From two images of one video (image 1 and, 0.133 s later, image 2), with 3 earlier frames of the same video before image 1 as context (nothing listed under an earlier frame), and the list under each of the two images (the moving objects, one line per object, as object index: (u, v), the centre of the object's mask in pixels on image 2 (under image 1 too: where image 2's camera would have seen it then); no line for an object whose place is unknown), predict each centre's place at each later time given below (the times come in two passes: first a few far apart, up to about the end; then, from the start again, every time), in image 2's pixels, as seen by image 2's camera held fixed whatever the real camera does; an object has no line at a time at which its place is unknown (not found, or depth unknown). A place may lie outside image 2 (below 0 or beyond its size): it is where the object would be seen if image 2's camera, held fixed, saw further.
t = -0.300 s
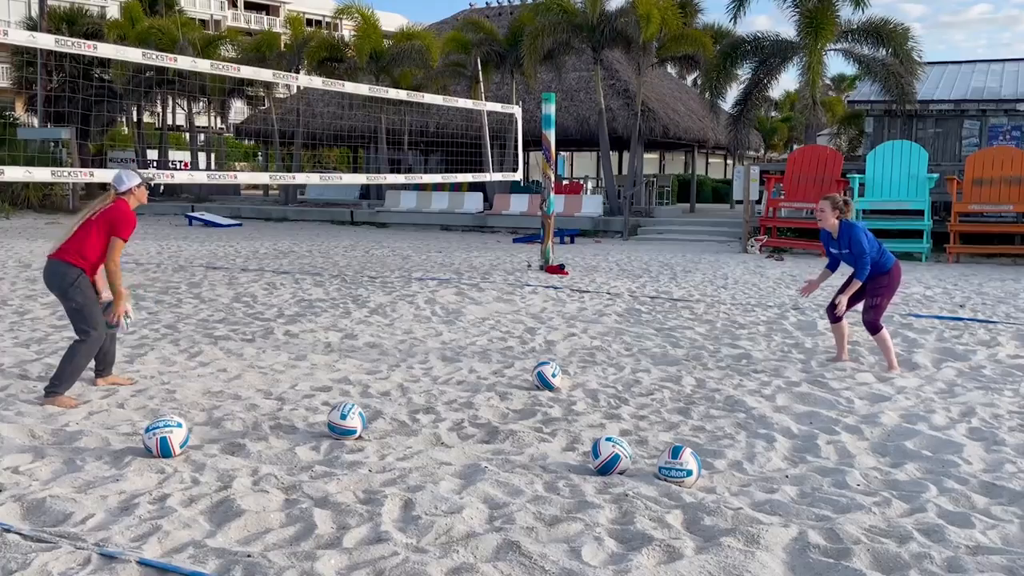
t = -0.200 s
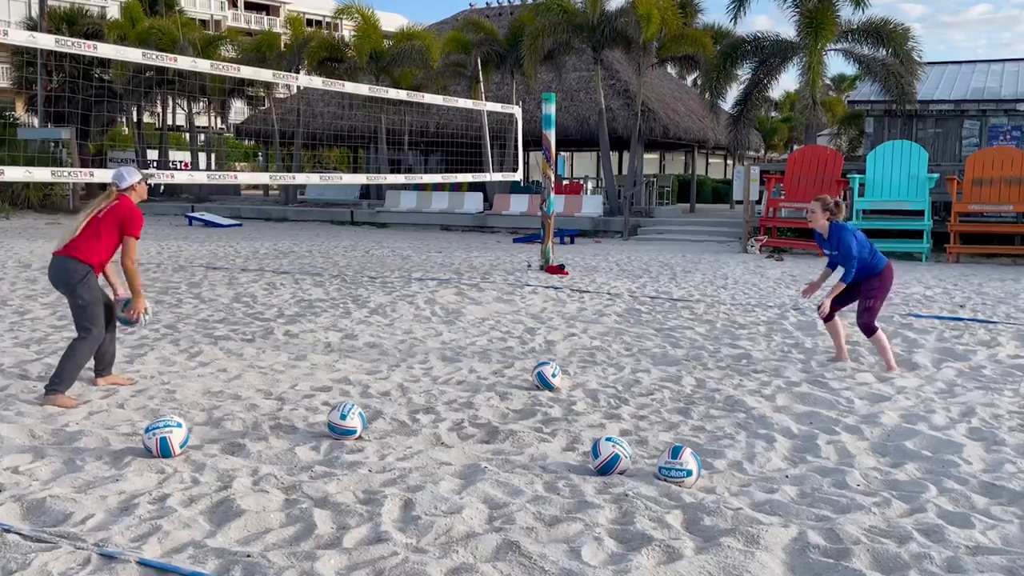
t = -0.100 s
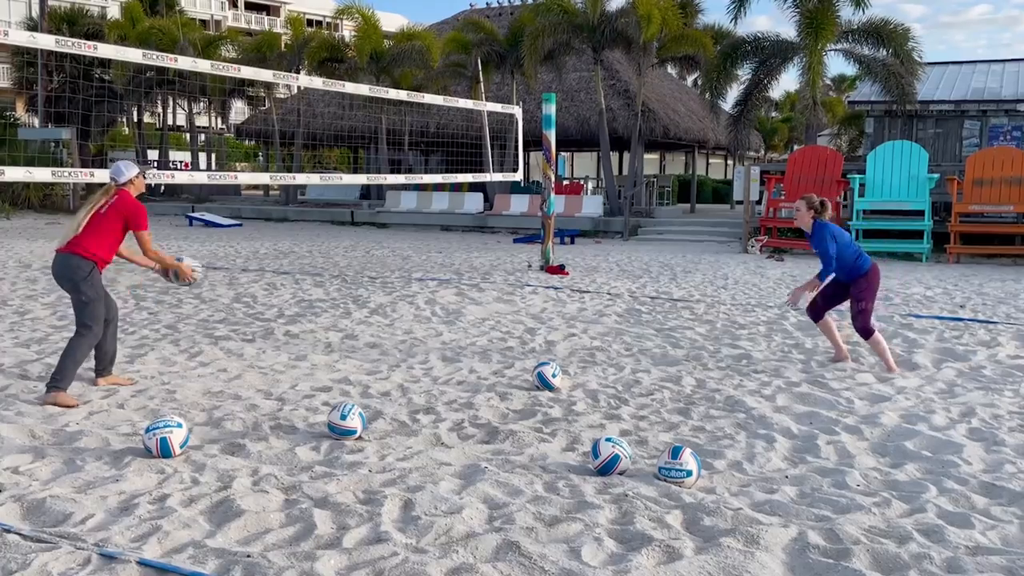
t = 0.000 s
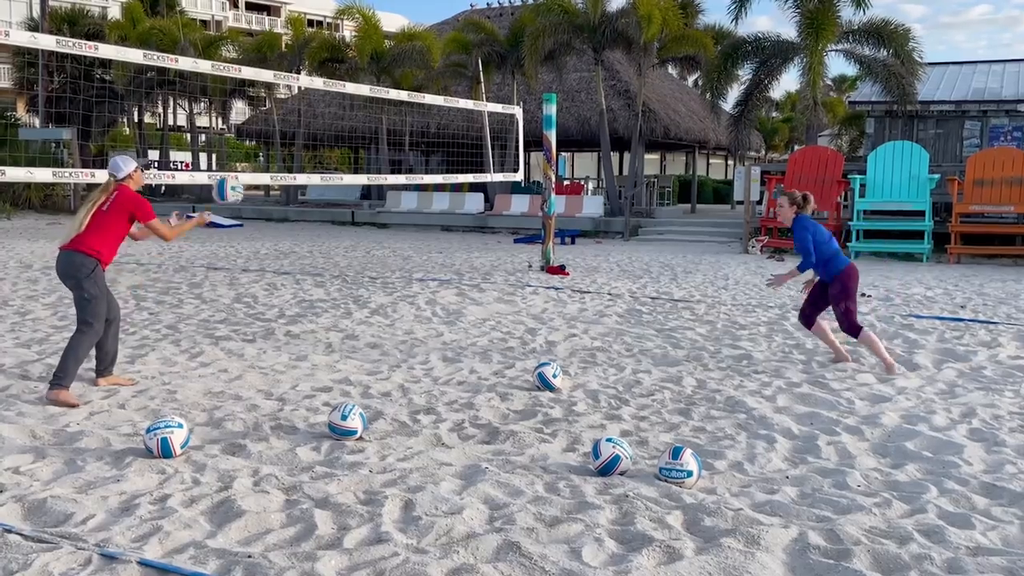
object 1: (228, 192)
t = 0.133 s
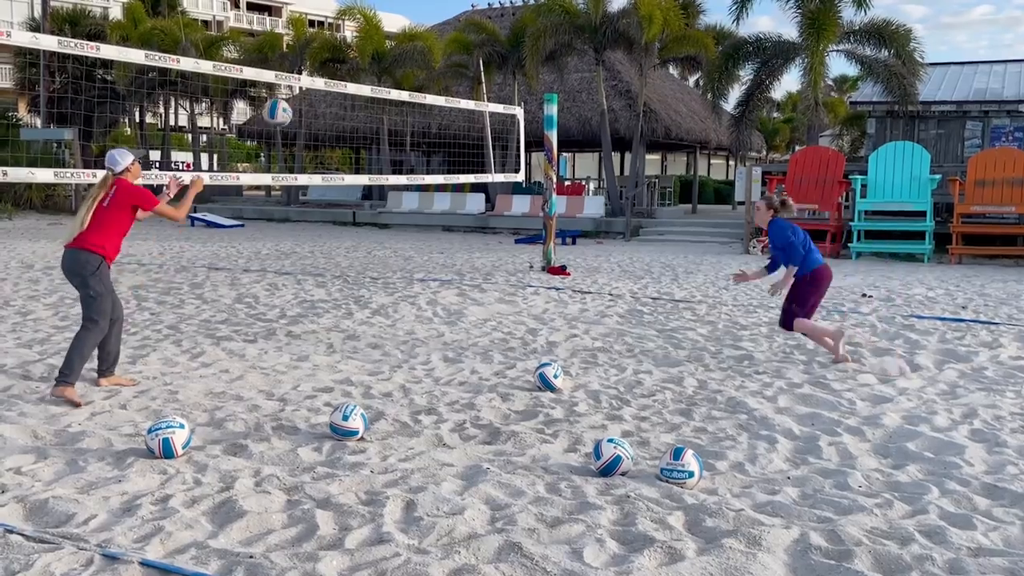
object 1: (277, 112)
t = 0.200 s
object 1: (299, 85)
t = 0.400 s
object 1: (358, 47)
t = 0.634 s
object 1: (414, 64)
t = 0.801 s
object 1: (447, 109)
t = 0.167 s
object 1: (289, 98)
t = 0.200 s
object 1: (299, 85)
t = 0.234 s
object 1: (309, 75)
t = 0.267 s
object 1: (320, 66)
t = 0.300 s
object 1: (330, 58)
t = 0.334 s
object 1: (339, 53)
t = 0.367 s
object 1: (349, 49)
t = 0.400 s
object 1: (358, 47)
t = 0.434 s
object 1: (366, 45)
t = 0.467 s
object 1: (376, 45)
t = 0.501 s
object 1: (384, 47)
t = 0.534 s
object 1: (392, 49)
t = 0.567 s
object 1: (399, 53)
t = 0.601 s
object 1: (407, 57)
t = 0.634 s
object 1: (414, 64)
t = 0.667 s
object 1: (421, 71)
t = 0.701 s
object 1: (428, 79)
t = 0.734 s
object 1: (435, 87)
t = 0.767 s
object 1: (441, 97)
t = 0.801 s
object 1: (447, 109)
